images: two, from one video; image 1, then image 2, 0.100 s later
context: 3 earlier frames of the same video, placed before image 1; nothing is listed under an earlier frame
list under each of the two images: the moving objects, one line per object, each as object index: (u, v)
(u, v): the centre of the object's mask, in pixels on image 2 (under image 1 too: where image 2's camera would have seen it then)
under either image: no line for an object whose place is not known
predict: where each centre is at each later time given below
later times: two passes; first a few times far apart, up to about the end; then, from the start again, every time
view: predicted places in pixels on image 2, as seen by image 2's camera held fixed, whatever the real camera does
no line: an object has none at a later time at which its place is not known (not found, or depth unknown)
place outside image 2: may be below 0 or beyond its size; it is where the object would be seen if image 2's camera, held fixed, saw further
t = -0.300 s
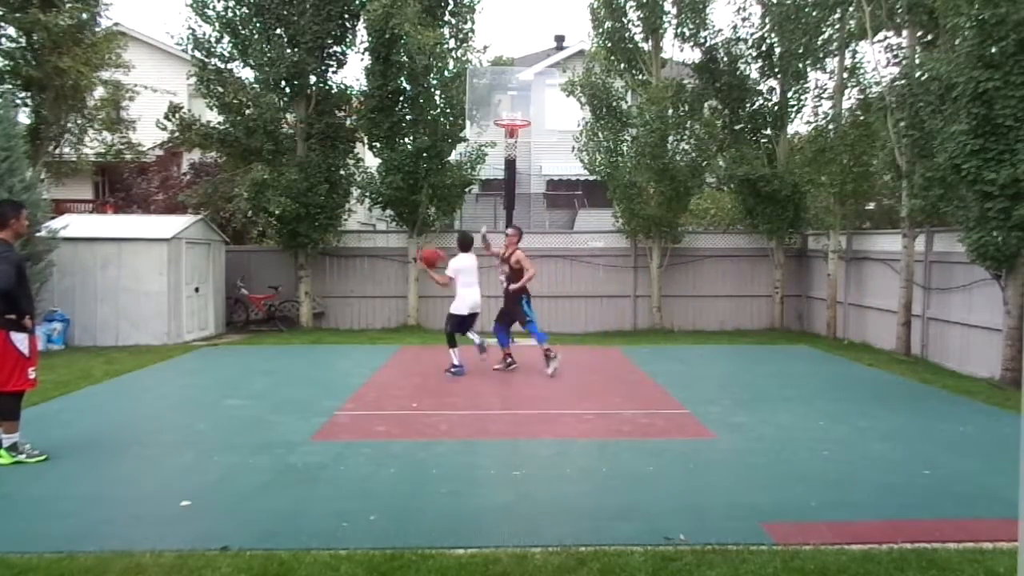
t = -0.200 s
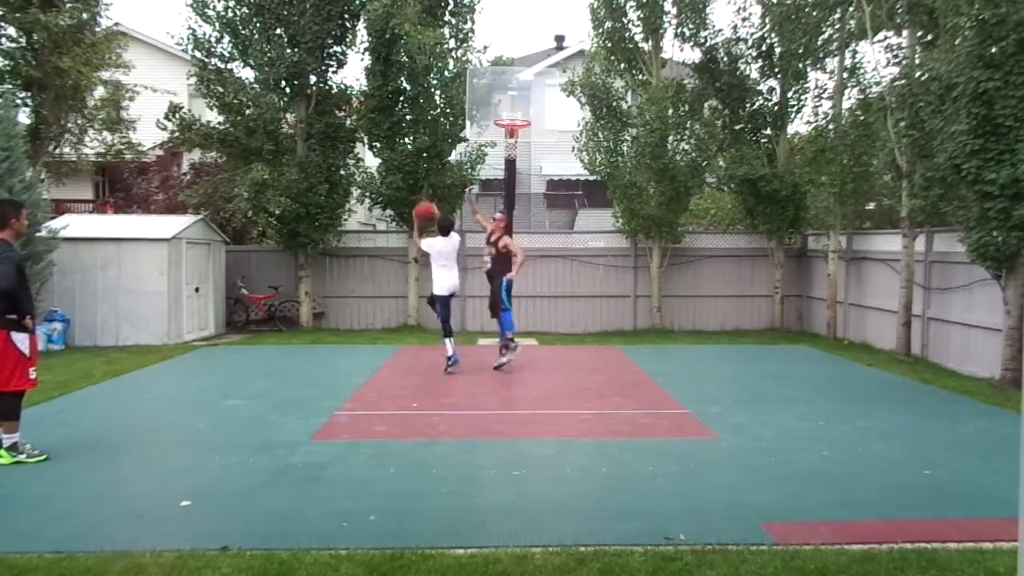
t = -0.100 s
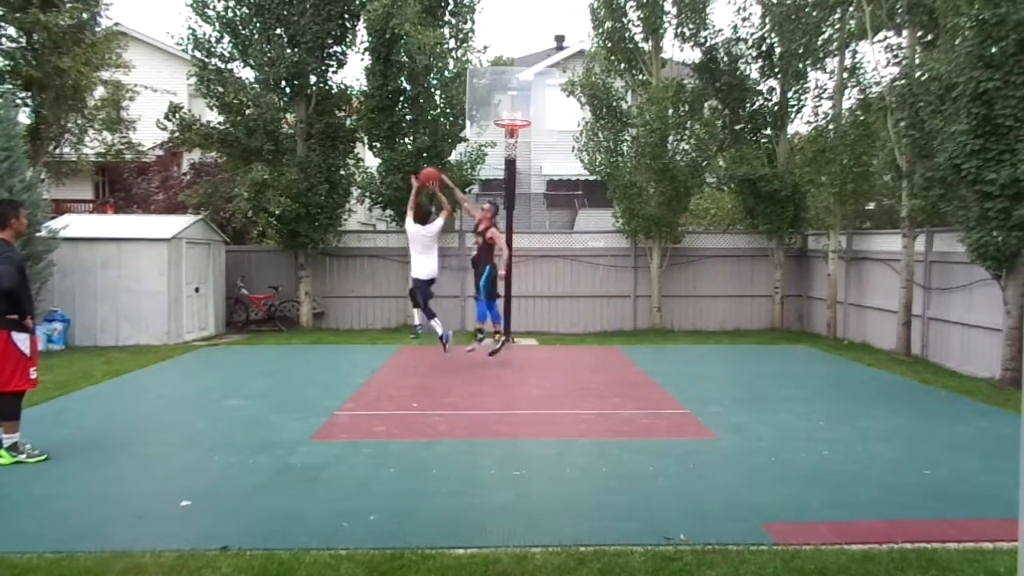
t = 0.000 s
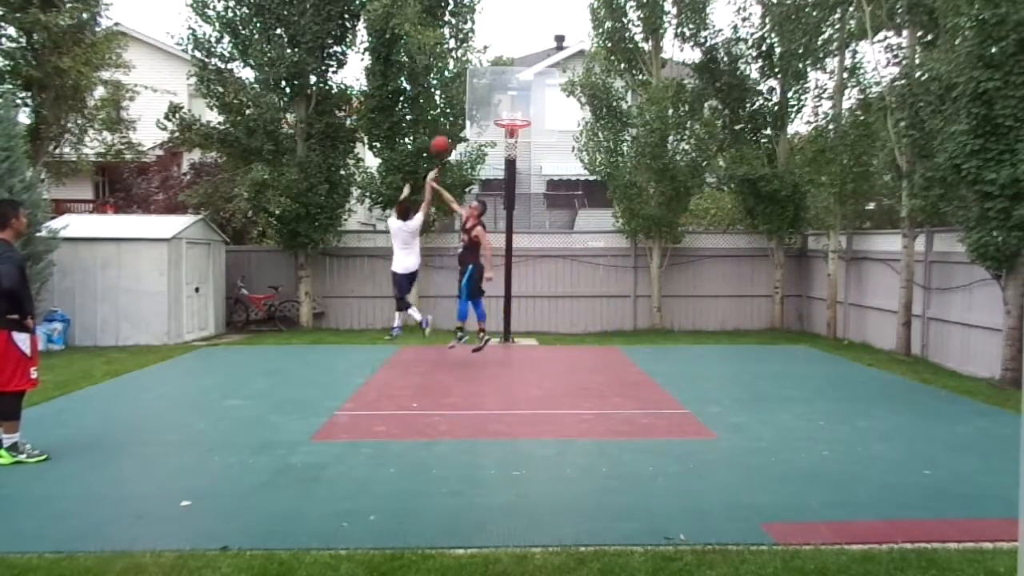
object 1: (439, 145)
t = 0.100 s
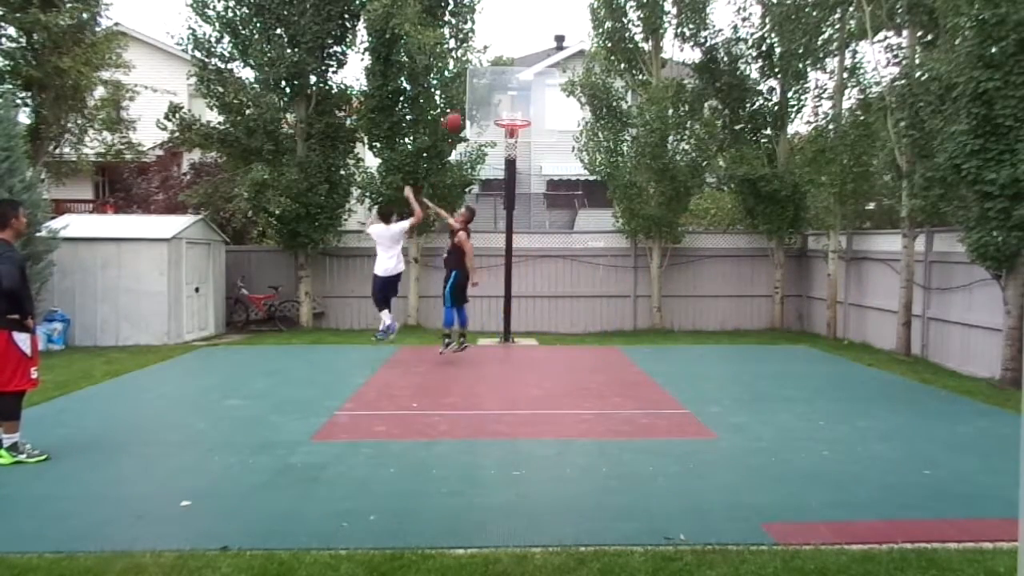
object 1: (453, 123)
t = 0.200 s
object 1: (467, 110)
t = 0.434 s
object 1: (492, 108)
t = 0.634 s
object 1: (492, 104)
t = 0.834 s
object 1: (487, 123)
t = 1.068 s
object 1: (483, 185)
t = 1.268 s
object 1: (477, 270)
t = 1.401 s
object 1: (473, 343)
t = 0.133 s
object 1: (457, 117)
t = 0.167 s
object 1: (463, 112)
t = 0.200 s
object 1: (467, 110)
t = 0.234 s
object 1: (470, 106)
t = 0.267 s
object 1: (474, 105)
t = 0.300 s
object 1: (478, 104)
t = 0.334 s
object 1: (481, 104)
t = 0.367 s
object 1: (485, 105)
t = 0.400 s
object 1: (489, 105)
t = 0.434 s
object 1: (492, 108)
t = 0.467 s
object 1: (496, 111)
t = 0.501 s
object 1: (495, 108)
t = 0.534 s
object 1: (494, 106)
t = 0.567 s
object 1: (493, 105)
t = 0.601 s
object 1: (493, 104)
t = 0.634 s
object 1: (492, 104)
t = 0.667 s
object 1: (491, 105)
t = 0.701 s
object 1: (490, 107)
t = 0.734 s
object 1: (489, 110)
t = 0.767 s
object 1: (489, 113)
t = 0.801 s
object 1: (488, 118)
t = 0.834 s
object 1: (487, 123)
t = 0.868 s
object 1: (486, 129)
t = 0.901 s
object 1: (486, 136)
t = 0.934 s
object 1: (484, 144)
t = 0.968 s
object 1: (483, 153)
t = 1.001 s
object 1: (482, 162)
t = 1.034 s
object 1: (482, 173)
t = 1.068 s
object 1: (483, 185)
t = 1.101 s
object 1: (481, 197)
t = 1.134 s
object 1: (481, 210)
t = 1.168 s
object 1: (480, 223)
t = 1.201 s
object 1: (478, 238)
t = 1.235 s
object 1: (477, 253)
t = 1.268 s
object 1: (477, 270)
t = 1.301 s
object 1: (476, 288)
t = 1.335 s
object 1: (475, 305)
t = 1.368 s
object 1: (474, 324)
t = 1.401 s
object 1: (473, 343)
